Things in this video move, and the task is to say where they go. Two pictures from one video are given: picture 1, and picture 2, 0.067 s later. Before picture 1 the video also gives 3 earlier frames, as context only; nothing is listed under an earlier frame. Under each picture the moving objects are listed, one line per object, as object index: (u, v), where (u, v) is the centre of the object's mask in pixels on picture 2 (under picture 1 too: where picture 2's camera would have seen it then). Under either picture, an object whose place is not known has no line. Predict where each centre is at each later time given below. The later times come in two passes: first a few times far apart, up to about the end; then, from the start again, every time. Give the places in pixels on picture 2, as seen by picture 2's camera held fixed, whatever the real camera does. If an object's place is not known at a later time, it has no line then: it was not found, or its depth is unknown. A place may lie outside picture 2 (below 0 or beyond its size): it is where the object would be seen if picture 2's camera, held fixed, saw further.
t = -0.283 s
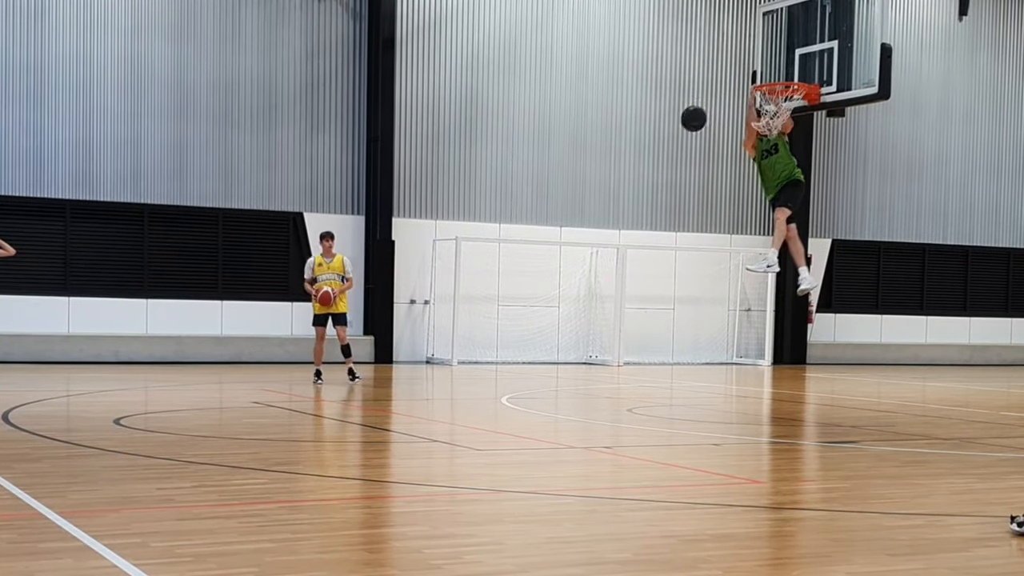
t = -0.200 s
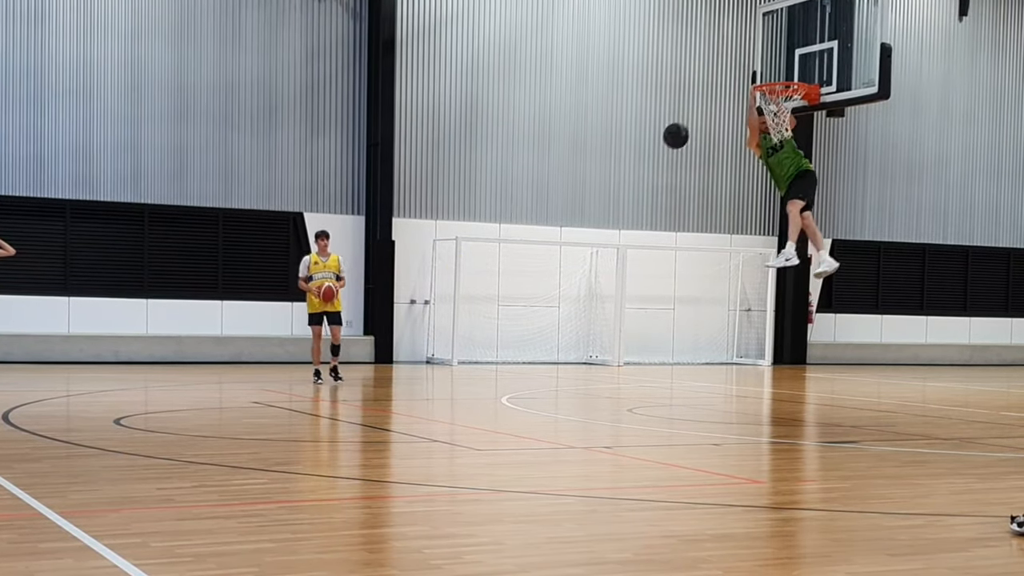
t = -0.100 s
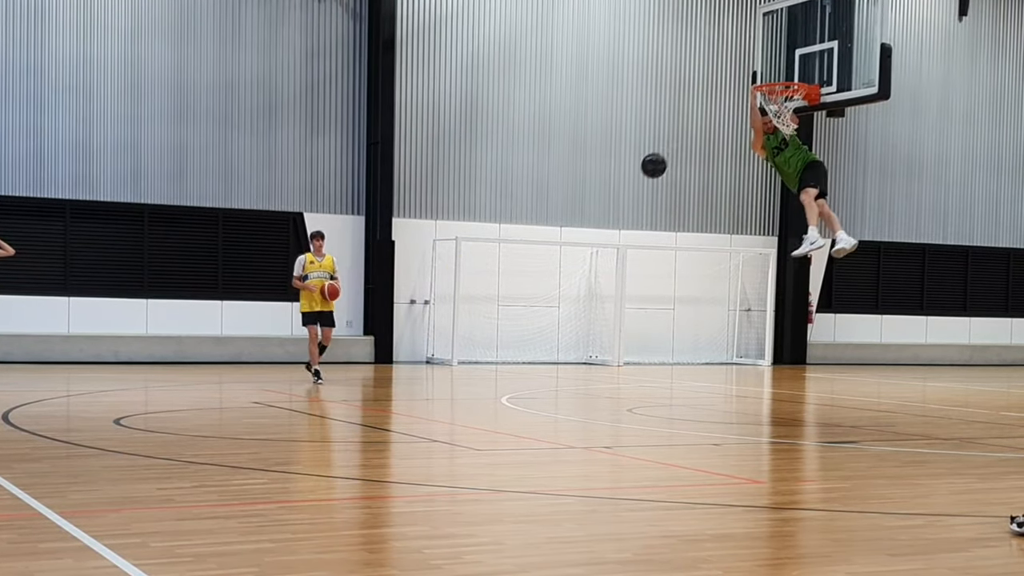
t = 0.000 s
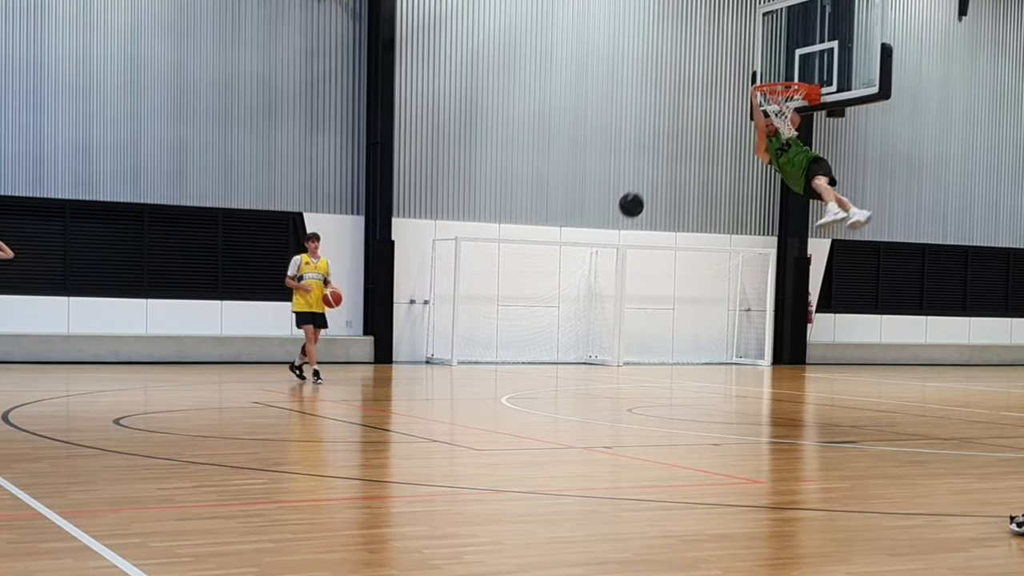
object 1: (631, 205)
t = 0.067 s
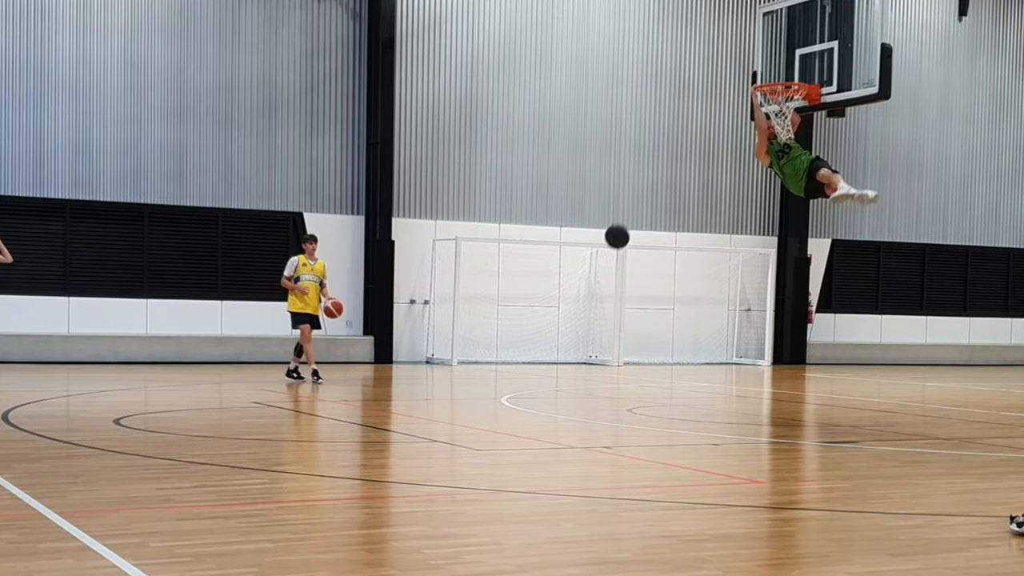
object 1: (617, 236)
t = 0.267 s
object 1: (573, 356)
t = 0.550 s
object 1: (554, 290)
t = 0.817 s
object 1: (545, 226)
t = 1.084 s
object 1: (534, 234)
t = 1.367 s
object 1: (521, 320)
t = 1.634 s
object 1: (509, 346)
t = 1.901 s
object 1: (496, 287)
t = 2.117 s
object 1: (485, 290)
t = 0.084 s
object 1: (613, 245)
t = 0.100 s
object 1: (609, 254)
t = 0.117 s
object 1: (606, 263)
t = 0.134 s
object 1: (602, 273)
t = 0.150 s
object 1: (599, 282)
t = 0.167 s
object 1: (595, 292)
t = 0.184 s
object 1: (591, 302)
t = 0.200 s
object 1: (588, 312)
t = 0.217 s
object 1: (584, 323)
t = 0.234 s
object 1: (580, 334)
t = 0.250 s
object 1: (576, 345)
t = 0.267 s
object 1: (573, 356)
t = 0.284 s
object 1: (569, 368)
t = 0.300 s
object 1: (566, 380)
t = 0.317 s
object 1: (562, 392)
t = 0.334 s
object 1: (560, 396)
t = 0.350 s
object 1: (559, 386)
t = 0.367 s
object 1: (559, 376)
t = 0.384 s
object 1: (558, 367)
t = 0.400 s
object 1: (558, 358)
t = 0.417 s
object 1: (558, 349)
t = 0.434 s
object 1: (557, 341)
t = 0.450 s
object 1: (557, 333)
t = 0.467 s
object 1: (556, 325)
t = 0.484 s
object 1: (556, 317)
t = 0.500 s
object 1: (555, 310)
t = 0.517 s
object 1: (555, 303)
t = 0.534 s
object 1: (554, 297)
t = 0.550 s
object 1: (554, 290)
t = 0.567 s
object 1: (553, 284)
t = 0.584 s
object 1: (553, 278)
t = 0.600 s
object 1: (552, 273)
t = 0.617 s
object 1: (552, 268)
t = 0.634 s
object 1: (551, 263)
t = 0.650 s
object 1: (551, 258)
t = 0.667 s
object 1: (550, 254)
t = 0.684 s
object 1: (549, 249)
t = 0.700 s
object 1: (549, 246)
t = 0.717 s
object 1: (549, 242)
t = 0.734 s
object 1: (548, 239)
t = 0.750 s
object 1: (547, 236)
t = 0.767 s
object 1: (547, 233)
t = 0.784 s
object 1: (546, 230)
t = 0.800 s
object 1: (546, 228)
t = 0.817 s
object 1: (545, 226)
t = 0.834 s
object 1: (544, 225)
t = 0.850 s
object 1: (544, 224)
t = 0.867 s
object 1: (543, 222)
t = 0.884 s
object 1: (542, 222)
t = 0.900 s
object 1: (542, 221)
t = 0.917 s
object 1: (541, 221)
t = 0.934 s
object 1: (540, 221)
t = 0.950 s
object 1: (540, 221)
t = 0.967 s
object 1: (539, 222)
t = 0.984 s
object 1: (538, 223)
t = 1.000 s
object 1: (537, 224)
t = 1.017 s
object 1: (537, 226)
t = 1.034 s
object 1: (536, 227)
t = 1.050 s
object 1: (535, 230)
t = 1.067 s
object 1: (534, 232)
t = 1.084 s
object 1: (534, 234)
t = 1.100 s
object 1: (533, 237)
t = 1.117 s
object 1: (532, 240)
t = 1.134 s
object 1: (531, 244)
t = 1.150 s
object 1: (531, 248)
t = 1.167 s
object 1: (530, 252)
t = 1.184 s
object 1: (529, 256)
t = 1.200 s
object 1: (528, 261)
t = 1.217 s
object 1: (528, 265)
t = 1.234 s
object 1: (527, 270)
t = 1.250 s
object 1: (526, 276)
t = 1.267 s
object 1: (525, 281)
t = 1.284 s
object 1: (524, 287)
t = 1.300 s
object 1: (524, 293)
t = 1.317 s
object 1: (523, 300)
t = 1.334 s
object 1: (522, 306)
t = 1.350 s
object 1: (521, 313)
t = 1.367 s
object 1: (521, 320)
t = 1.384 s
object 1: (520, 328)
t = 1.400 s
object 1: (519, 335)
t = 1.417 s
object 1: (518, 343)
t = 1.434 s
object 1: (518, 352)
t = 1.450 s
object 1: (517, 360)
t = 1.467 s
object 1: (516, 369)
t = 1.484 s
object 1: (515, 378)
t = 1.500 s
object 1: (515, 387)
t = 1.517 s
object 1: (514, 394)
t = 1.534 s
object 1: (513, 387)
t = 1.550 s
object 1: (512, 379)
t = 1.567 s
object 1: (512, 372)
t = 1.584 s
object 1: (511, 365)
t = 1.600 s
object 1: (510, 359)
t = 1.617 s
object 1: (510, 352)
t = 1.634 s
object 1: (509, 346)
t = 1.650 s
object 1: (508, 341)
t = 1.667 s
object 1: (507, 335)
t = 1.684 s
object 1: (506, 330)
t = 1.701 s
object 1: (506, 325)
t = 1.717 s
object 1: (505, 320)
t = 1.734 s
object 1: (504, 316)
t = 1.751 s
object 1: (503, 312)
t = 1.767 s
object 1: (503, 308)
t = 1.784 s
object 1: (502, 304)
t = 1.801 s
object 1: (501, 301)
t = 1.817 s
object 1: (500, 298)
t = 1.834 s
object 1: (499, 295)
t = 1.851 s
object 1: (499, 293)
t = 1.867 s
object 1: (498, 291)
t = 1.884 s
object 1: (497, 289)
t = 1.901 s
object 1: (496, 287)
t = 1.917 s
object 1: (495, 286)
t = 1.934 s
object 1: (494, 284)
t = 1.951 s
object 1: (493, 284)
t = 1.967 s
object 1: (493, 283)
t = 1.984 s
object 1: (492, 283)
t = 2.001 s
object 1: (491, 283)
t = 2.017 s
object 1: (490, 283)
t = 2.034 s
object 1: (489, 283)
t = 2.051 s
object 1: (489, 284)
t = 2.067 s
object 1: (488, 285)
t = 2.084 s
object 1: (487, 287)
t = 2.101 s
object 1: (486, 288)
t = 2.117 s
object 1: (485, 290)
